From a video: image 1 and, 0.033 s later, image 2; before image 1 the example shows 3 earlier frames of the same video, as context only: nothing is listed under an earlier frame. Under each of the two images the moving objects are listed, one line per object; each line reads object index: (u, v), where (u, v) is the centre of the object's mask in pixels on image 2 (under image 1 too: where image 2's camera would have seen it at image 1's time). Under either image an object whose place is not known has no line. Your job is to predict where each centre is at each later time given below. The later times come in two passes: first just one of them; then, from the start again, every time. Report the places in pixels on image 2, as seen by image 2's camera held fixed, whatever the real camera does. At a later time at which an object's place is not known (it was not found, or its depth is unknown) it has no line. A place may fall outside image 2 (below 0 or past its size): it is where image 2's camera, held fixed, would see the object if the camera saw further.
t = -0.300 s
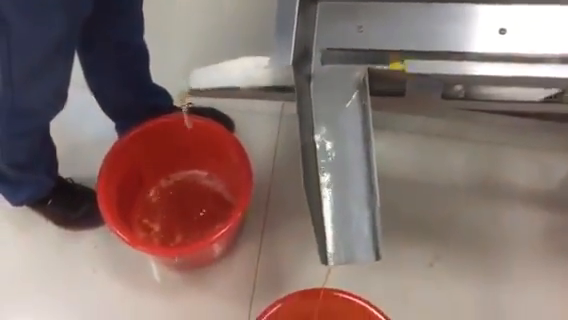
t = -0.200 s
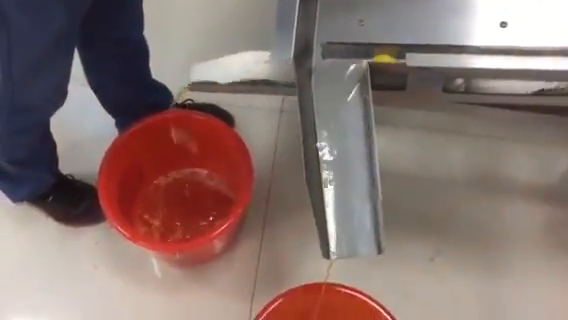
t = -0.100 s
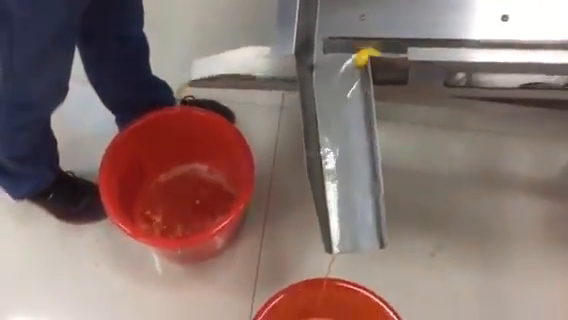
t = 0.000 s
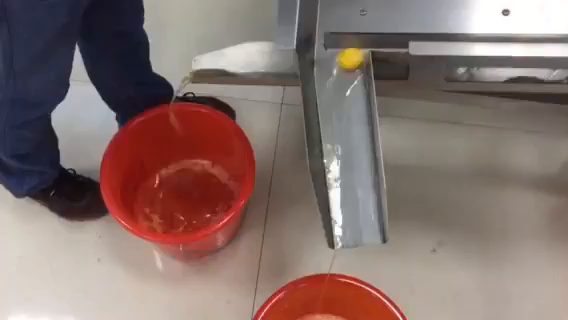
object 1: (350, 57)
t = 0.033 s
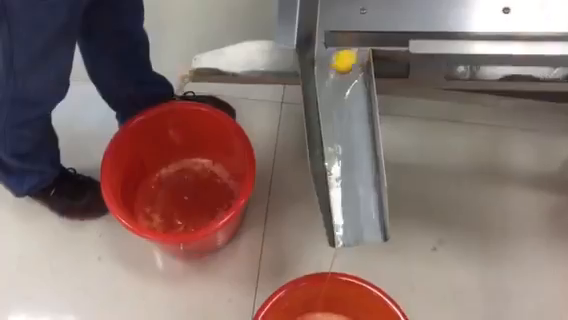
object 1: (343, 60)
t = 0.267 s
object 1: (325, 101)
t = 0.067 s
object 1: (337, 65)
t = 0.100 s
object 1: (330, 71)
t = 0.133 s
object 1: (323, 76)
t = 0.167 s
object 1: (319, 82)
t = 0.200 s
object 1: (320, 88)
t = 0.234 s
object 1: (322, 95)
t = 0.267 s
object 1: (325, 101)
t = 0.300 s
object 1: (328, 108)
